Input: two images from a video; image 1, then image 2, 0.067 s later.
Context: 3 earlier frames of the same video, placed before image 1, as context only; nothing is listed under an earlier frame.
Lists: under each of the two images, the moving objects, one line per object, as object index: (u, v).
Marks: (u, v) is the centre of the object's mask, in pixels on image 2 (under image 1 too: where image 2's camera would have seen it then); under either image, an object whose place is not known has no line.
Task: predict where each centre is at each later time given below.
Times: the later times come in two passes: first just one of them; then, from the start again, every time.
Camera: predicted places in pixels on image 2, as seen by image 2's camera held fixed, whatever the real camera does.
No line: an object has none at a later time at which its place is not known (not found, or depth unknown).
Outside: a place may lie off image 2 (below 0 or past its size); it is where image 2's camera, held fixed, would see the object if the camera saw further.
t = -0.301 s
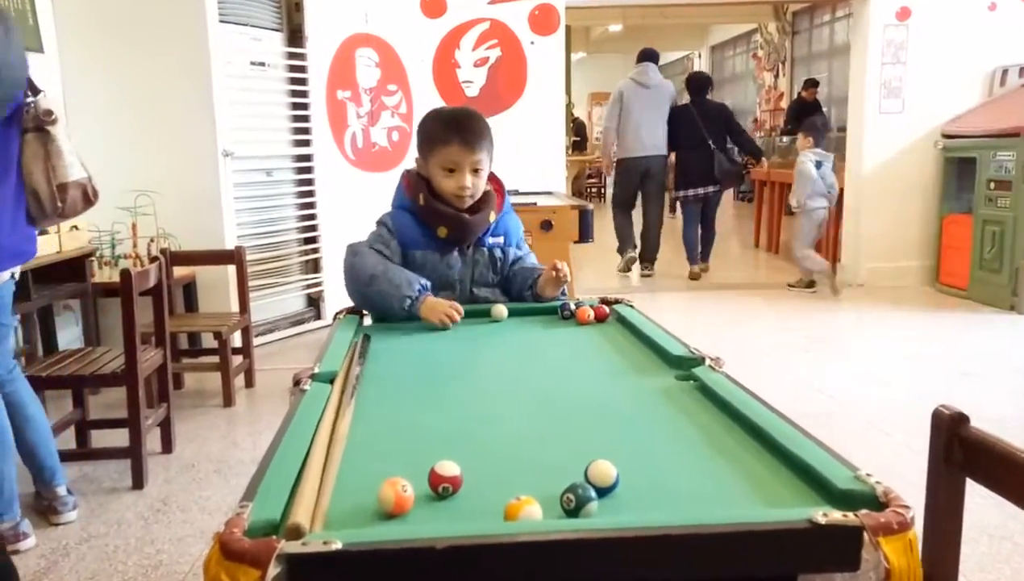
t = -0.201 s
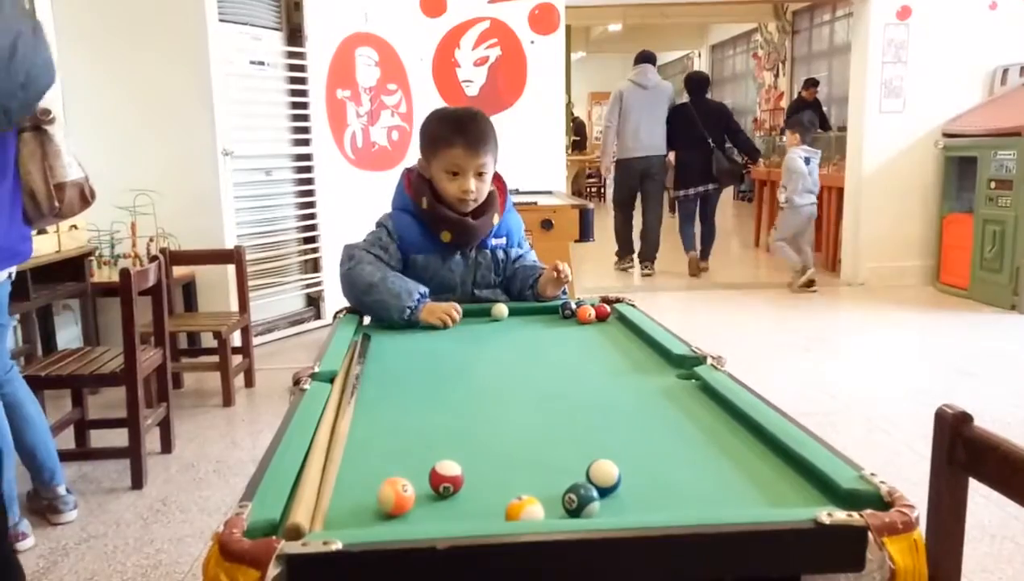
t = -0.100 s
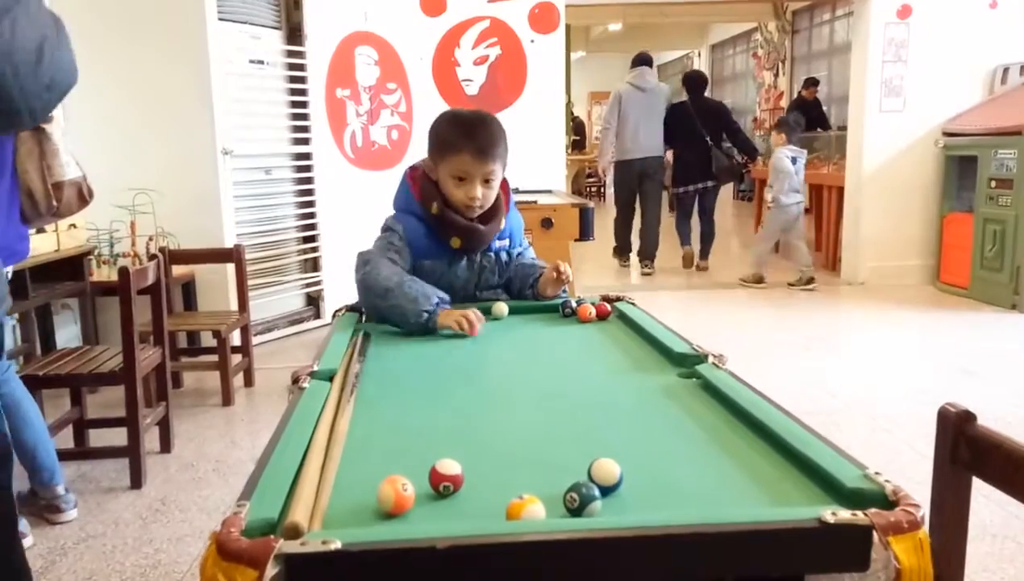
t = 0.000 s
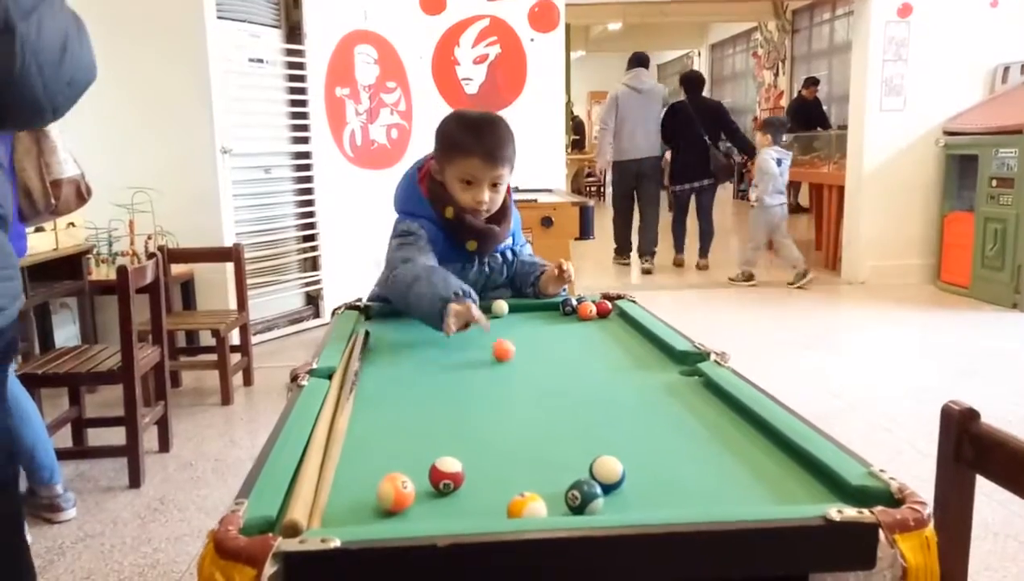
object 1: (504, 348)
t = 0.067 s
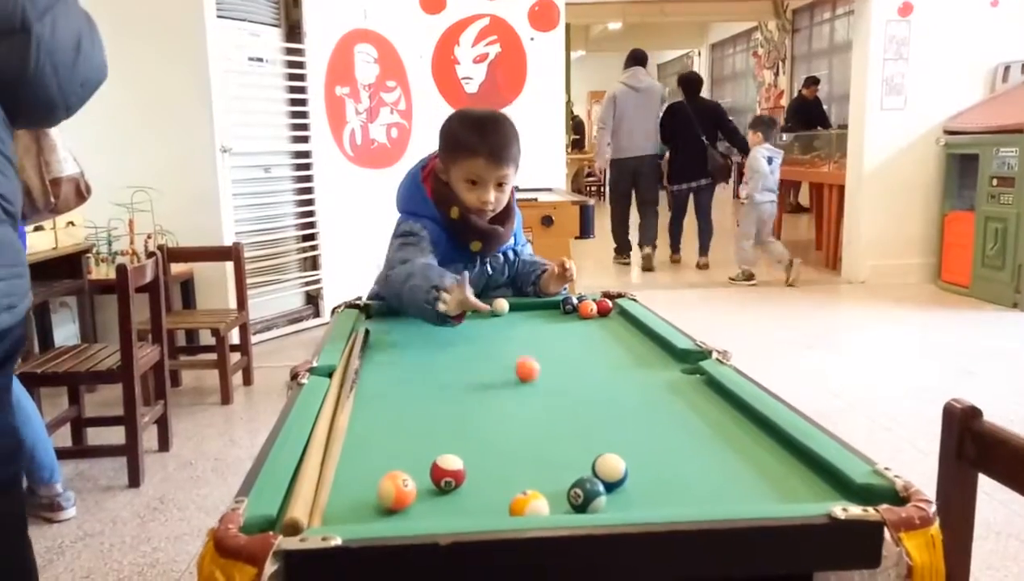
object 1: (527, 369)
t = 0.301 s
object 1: (646, 467)
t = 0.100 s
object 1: (540, 379)
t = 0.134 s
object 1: (553, 390)
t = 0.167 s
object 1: (568, 402)
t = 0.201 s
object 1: (584, 416)
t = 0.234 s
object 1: (603, 431)
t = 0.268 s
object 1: (624, 444)
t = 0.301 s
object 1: (646, 467)
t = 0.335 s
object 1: (675, 486)
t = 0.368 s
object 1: (698, 494)
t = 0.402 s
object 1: (699, 488)
